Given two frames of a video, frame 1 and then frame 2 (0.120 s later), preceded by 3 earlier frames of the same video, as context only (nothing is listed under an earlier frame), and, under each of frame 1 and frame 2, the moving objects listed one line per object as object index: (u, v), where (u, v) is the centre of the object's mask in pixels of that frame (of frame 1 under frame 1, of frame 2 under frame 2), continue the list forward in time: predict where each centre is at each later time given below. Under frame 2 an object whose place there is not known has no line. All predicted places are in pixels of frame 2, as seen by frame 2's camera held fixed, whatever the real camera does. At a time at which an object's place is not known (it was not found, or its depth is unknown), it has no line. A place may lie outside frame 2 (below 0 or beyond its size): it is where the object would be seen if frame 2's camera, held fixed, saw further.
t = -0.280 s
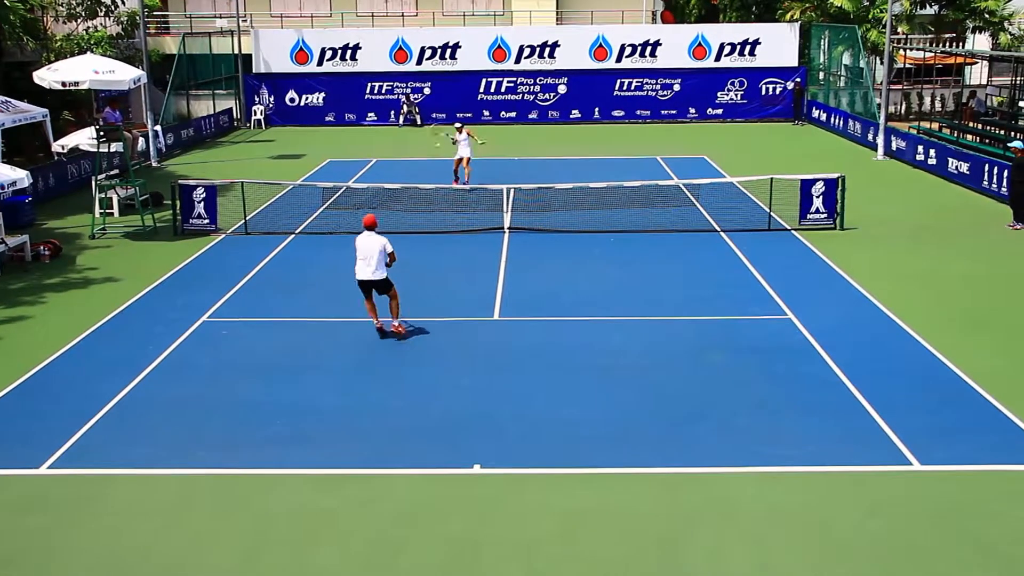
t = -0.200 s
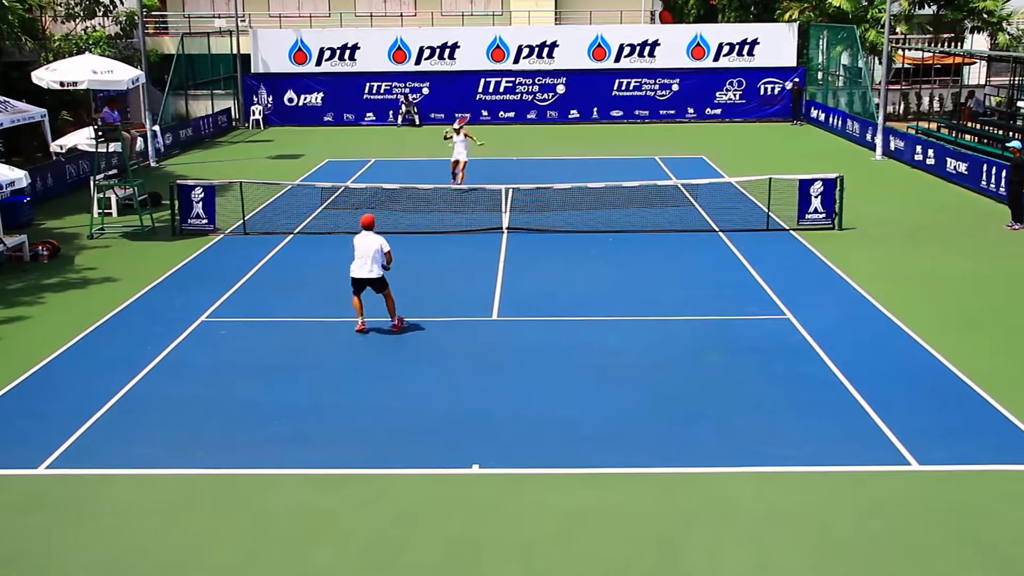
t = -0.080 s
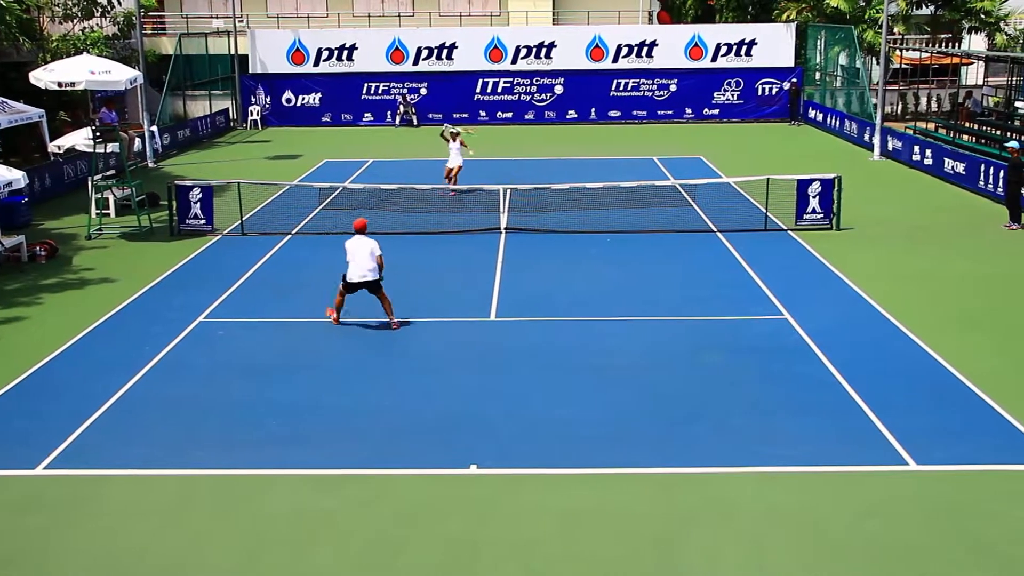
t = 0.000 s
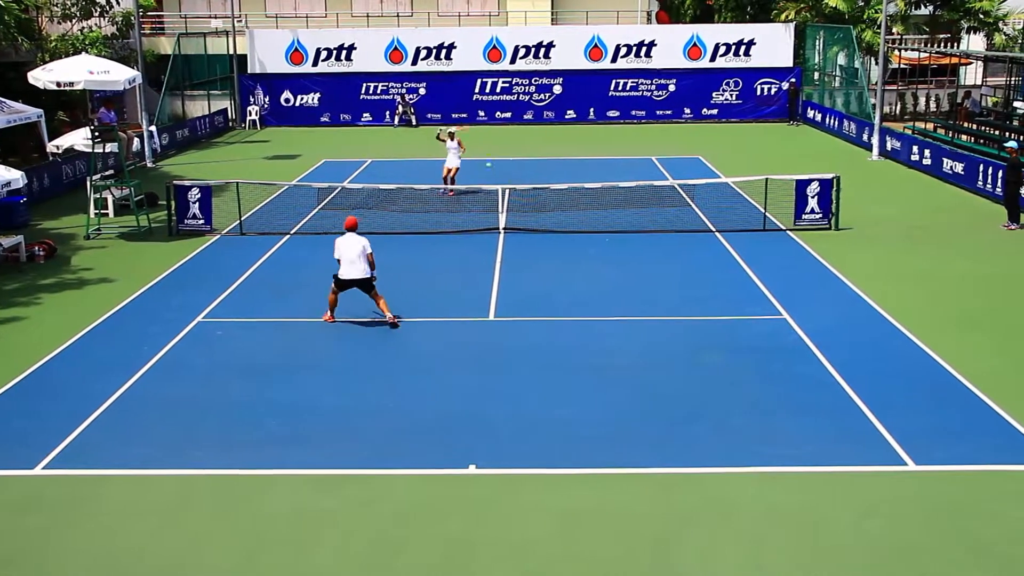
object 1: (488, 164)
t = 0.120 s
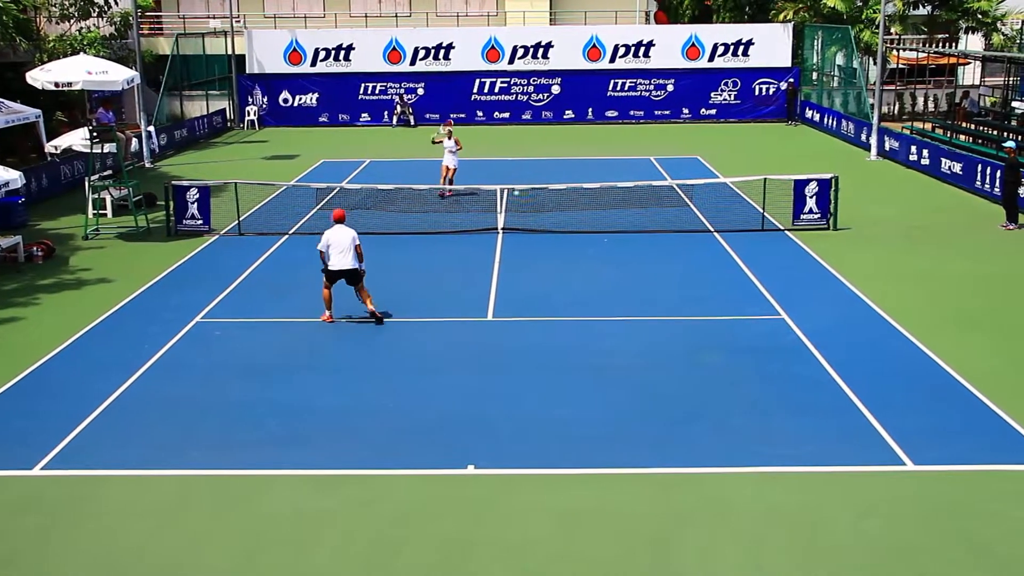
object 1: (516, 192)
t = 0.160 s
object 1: (527, 207)
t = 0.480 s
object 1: (639, 363)
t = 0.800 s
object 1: (762, 378)
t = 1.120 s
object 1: (959, 565)
